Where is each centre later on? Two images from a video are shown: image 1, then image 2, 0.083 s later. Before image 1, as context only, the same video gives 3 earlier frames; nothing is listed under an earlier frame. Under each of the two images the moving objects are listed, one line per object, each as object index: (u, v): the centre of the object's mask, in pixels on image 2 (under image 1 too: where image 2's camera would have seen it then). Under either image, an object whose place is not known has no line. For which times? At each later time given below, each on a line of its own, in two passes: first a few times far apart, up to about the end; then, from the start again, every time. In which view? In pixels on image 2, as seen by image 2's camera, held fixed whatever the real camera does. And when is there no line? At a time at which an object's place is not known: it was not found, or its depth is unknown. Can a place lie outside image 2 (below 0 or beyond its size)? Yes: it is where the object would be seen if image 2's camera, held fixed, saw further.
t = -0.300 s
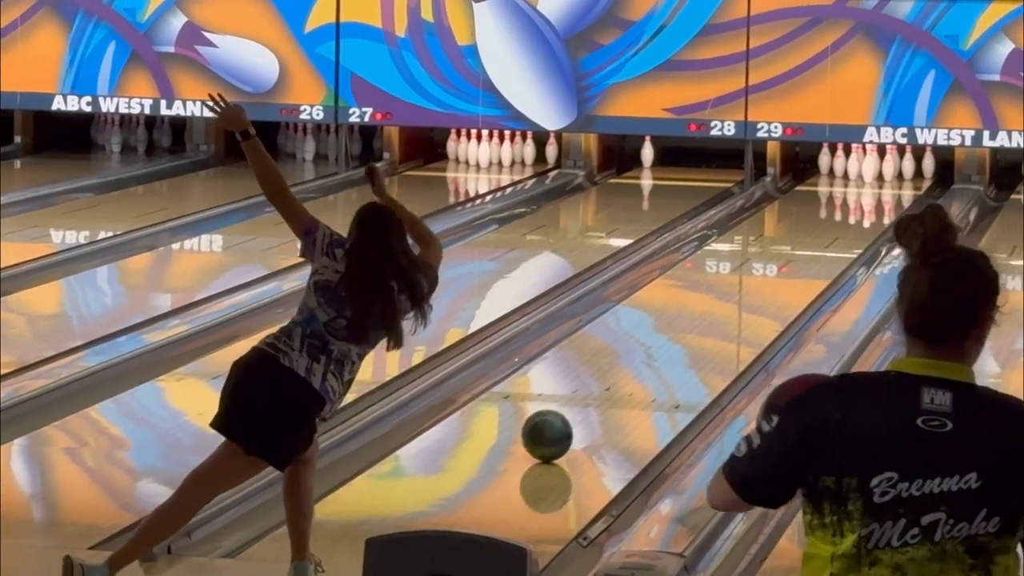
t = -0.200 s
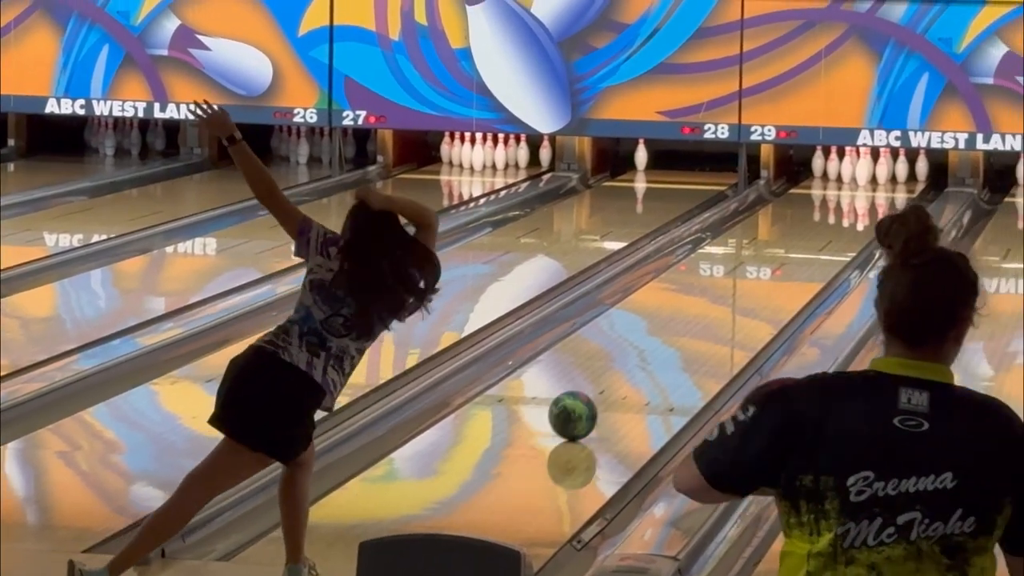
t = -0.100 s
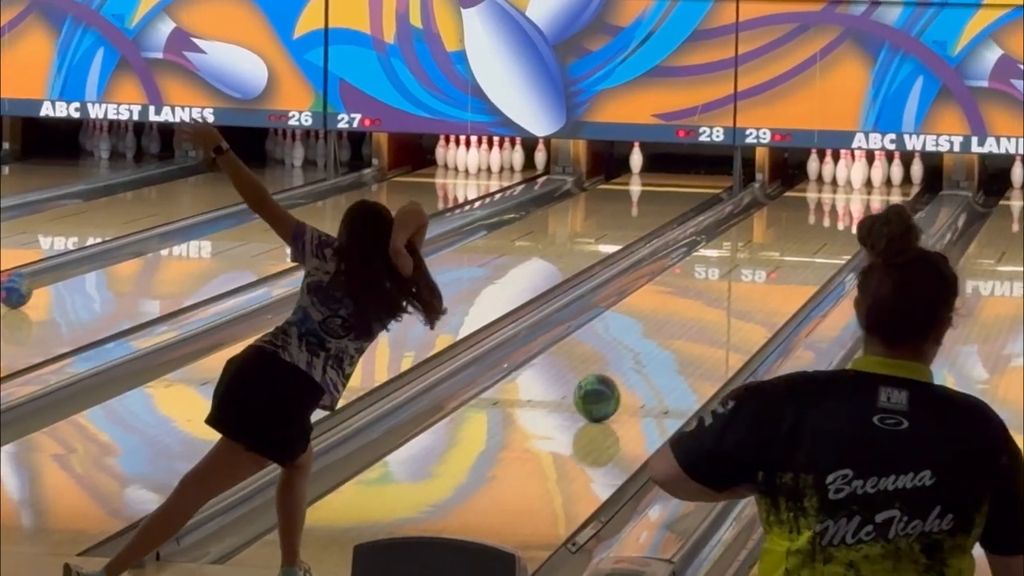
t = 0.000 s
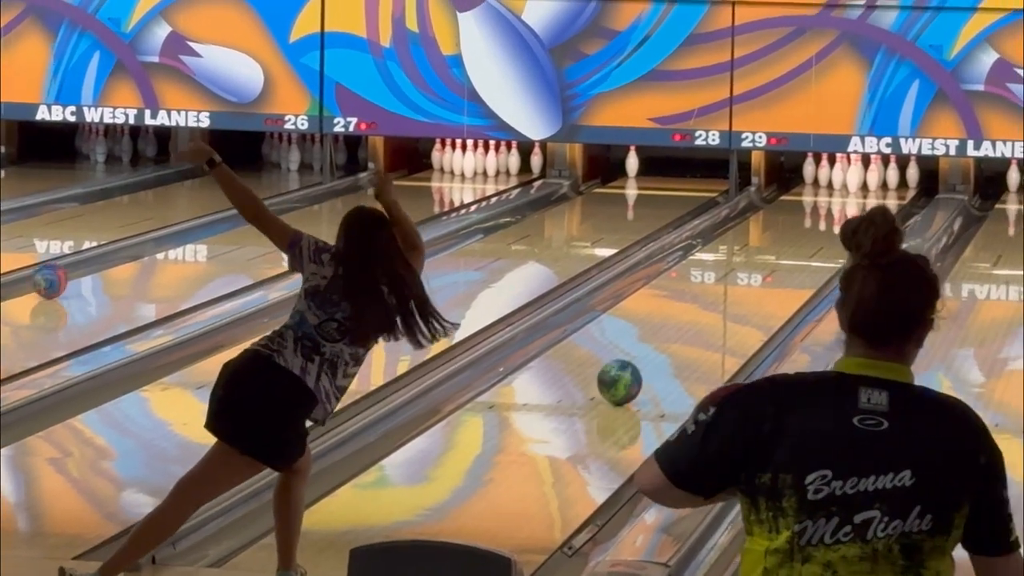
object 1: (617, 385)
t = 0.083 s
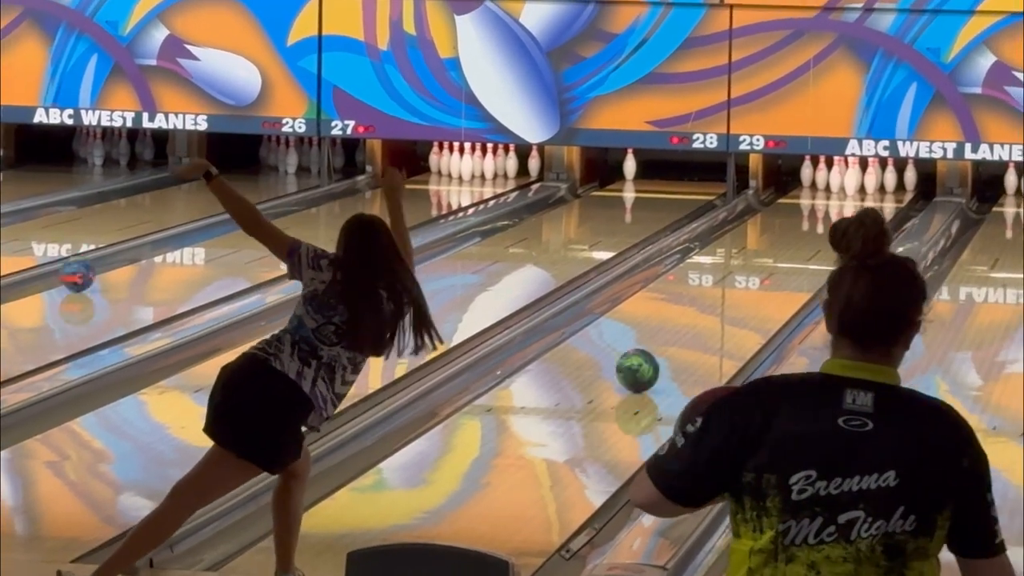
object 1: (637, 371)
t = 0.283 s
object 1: (681, 338)
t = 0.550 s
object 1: (729, 302)
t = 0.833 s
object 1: (770, 271)
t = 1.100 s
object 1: (802, 247)
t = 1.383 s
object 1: (829, 224)
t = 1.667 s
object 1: (847, 206)
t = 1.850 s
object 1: (852, 195)
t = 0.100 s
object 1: (641, 367)
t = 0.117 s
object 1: (645, 364)
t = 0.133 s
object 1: (649, 362)
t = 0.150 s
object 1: (653, 359)
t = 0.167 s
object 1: (656, 357)
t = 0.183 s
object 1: (660, 354)
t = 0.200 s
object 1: (664, 351)
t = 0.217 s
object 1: (667, 349)
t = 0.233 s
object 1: (671, 346)
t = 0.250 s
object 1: (674, 343)
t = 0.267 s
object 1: (677, 341)
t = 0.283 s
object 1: (681, 338)
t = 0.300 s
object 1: (684, 336)
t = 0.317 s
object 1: (687, 333)
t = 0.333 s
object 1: (690, 331)
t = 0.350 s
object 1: (693, 329)
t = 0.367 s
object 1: (697, 326)
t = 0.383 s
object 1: (700, 324)
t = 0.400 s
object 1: (703, 322)
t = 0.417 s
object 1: (706, 319)
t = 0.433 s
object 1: (709, 317)
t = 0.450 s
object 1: (712, 315)
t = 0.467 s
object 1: (715, 313)
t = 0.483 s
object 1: (718, 310)
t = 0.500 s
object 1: (720, 308)
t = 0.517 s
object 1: (723, 306)
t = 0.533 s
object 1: (726, 304)
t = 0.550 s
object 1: (729, 302)
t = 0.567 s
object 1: (731, 300)
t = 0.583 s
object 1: (734, 298)
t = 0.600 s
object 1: (737, 296)
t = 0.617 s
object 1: (740, 294)
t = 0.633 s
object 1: (742, 292)
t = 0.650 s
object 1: (744, 290)
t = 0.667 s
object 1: (747, 288)
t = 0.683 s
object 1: (749, 286)
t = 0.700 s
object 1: (752, 284)
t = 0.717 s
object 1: (754, 282)
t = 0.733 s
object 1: (756, 281)
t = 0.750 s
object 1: (759, 279)
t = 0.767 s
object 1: (761, 277)
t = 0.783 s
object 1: (764, 275)
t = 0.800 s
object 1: (766, 274)
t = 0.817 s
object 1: (768, 272)
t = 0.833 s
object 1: (770, 271)
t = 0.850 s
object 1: (772, 269)
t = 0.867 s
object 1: (774, 268)
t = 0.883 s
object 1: (777, 266)
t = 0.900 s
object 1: (779, 264)
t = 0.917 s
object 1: (781, 263)
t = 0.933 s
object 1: (783, 261)
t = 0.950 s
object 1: (785, 260)
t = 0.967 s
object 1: (787, 258)
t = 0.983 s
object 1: (789, 256)
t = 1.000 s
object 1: (791, 255)
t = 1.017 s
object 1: (794, 253)
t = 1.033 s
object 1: (795, 252)
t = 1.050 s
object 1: (797, 250)
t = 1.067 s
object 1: (799, 249)
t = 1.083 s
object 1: (801, 247)
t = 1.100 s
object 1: (802, 247)
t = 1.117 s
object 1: (804, 245)
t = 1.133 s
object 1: (806, 244)
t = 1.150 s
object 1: (808, 242)
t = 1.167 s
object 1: (809, 241)
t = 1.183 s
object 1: (811, 239)
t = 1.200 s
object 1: (812, 238)
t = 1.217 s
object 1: (815, 237)
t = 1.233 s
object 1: (816, 235)
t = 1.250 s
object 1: (818, 234)
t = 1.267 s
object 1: (819, 233)
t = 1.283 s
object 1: (821, 232)
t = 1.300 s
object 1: (823, 230)
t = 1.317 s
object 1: (824, 228)
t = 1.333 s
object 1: (825, 227)
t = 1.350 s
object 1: (826, 226)
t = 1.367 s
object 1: (828, 225)
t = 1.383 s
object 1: (829, 224)
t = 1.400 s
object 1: (830, 223)
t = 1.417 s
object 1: (832, 223)
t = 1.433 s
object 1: (833, 222)
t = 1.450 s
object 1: (834, 220)
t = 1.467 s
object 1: (835, 219)
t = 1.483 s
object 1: (836, 217)
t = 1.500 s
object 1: (837, 216)
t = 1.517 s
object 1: (838, 215)
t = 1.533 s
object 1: (839, 214)
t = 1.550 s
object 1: (840, 213)
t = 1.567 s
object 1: (841, 212)
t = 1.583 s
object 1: (842, 211)
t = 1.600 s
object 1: (843, 210)
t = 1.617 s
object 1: (844, 209)
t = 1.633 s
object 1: (845, 208)
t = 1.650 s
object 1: (846, 207)
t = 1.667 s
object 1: (847, 206)
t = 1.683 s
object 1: (848, 205)
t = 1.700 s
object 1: (848, 204)
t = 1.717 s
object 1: (849, 203)
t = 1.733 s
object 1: (850, 202)
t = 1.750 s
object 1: (850, 201)
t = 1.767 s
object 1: (850, 200)
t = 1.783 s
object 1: (851, 199)
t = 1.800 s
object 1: (851, 198)
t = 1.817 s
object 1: (852, 197)
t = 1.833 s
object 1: (852, 196)
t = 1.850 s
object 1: (852, 195)
